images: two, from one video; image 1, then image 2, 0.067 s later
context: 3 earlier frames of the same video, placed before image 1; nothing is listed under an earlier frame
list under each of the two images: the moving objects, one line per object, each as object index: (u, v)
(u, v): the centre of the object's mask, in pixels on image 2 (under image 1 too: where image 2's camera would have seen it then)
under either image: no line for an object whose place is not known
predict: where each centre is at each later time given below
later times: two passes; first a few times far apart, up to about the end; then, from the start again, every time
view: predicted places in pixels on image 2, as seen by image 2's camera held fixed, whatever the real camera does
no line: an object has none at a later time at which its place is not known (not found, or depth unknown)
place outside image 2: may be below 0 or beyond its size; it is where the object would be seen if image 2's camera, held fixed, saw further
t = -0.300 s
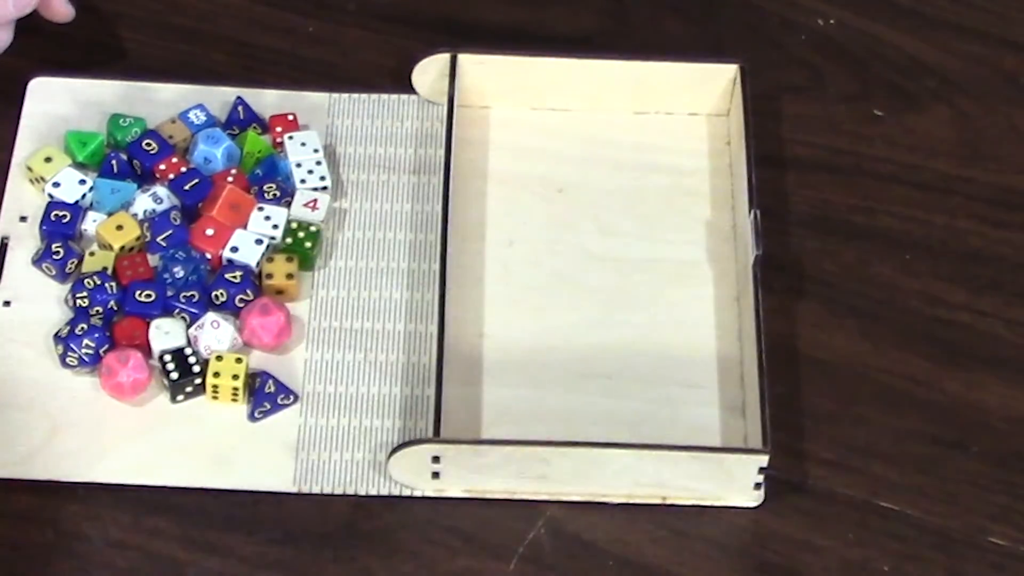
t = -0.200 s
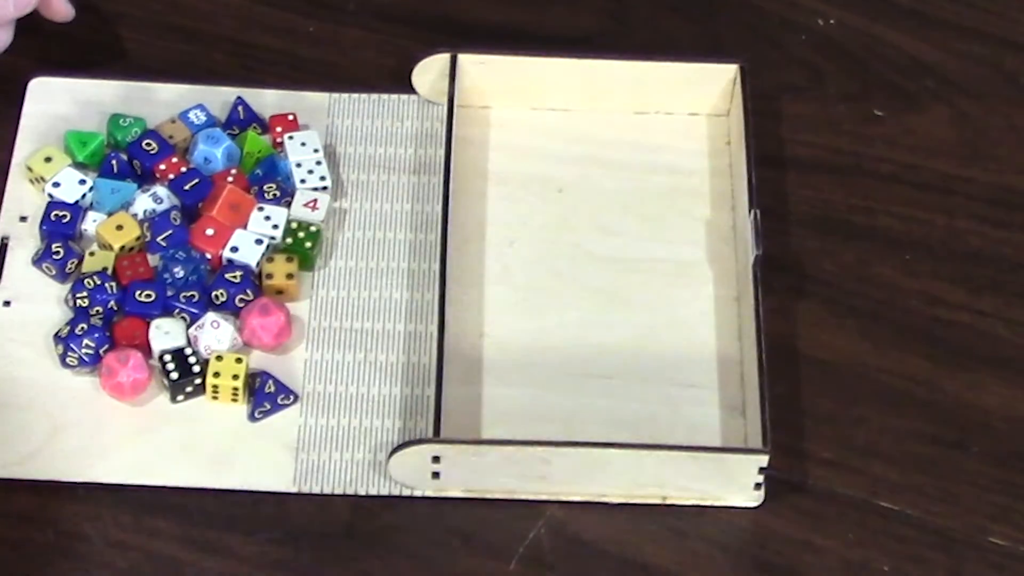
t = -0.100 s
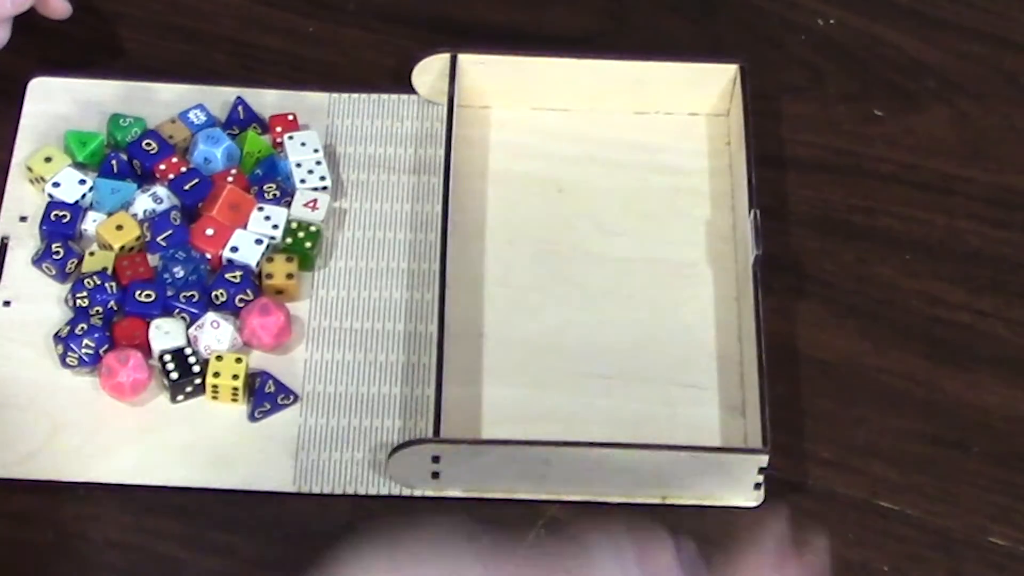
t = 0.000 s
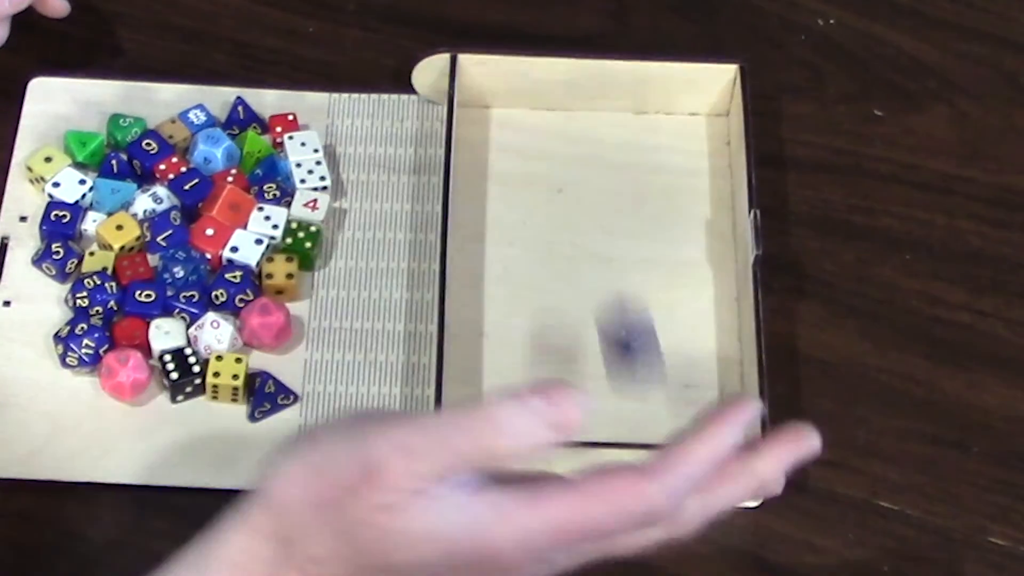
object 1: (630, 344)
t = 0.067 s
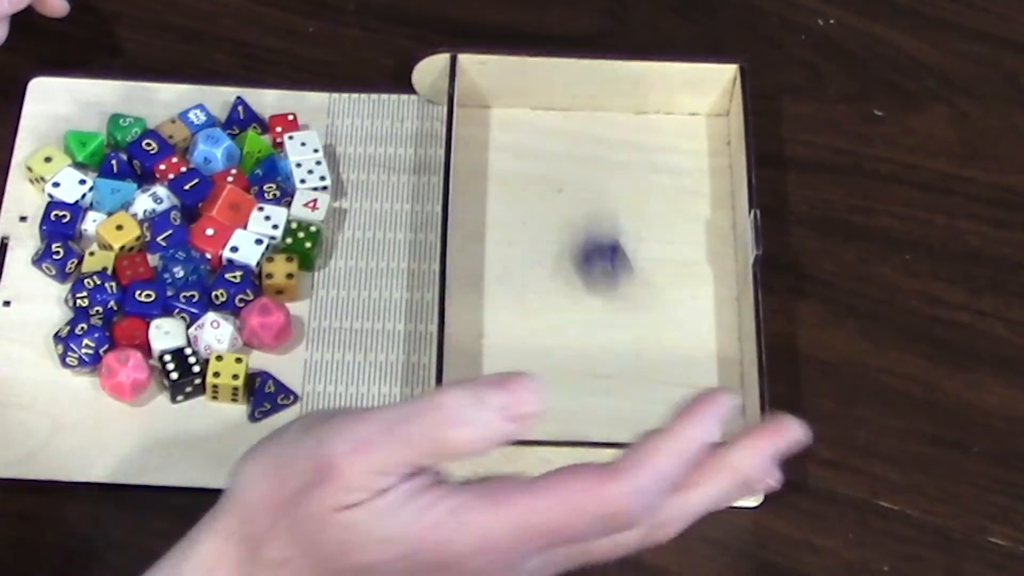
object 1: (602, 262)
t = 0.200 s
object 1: (629, 118)
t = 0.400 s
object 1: (698, 217)
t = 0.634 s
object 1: (666, 224)
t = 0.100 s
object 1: (601, 192)
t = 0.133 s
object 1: (604, 132)
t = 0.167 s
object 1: (613, 108)
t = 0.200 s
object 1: (629, 118)
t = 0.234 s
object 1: (643, 143)
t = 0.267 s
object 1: (659, 172)
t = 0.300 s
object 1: (676, 187)
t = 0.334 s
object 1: (696, 200)
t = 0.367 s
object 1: (708, 211)
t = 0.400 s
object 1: (698, 217)
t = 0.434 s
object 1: (688, 219)
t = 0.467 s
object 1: (681, 220)
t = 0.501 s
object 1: (674, 222)
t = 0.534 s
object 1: (668, 224)
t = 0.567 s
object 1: (665, 225)
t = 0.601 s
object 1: (666, 225)
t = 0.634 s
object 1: (666, 224)
